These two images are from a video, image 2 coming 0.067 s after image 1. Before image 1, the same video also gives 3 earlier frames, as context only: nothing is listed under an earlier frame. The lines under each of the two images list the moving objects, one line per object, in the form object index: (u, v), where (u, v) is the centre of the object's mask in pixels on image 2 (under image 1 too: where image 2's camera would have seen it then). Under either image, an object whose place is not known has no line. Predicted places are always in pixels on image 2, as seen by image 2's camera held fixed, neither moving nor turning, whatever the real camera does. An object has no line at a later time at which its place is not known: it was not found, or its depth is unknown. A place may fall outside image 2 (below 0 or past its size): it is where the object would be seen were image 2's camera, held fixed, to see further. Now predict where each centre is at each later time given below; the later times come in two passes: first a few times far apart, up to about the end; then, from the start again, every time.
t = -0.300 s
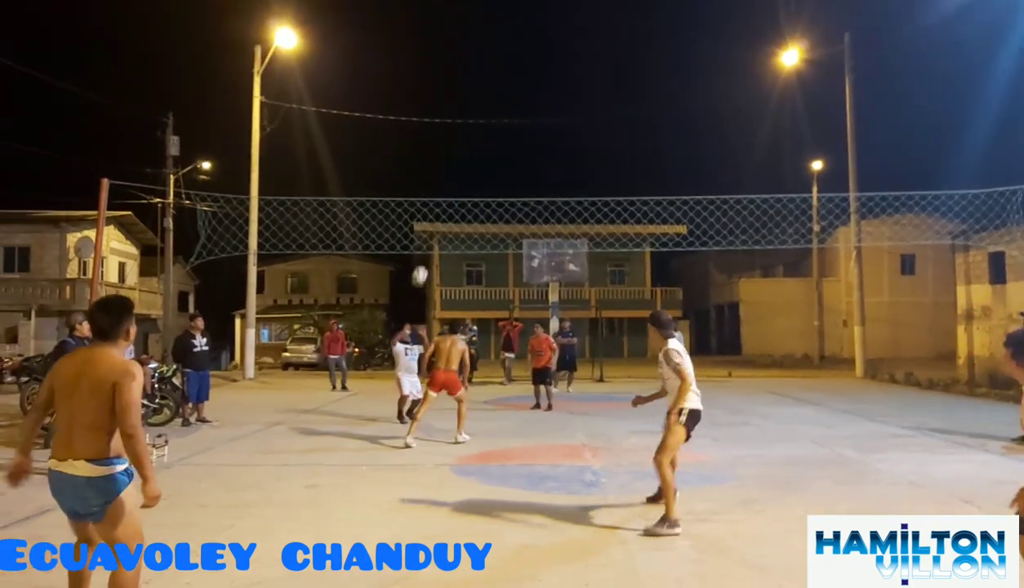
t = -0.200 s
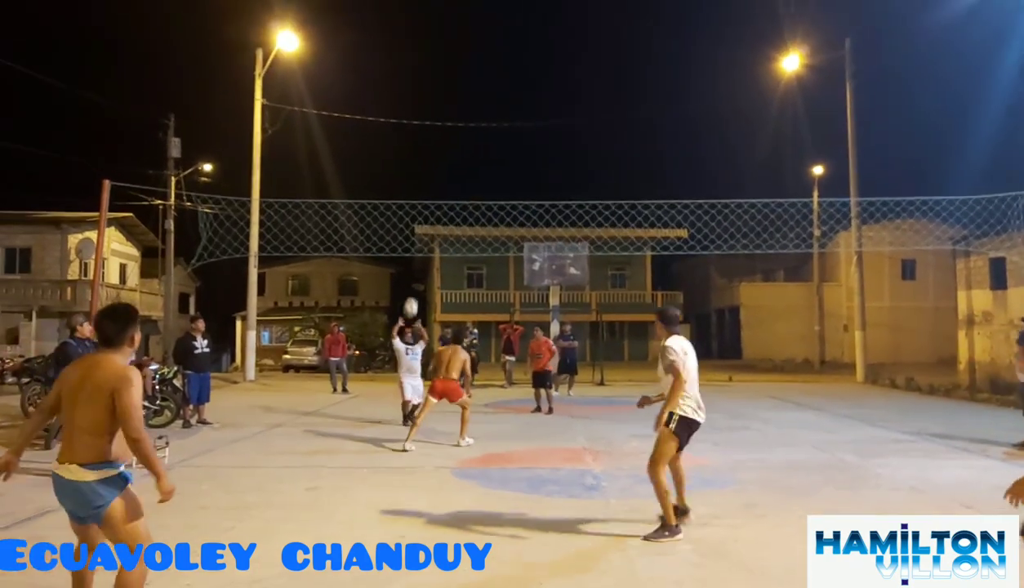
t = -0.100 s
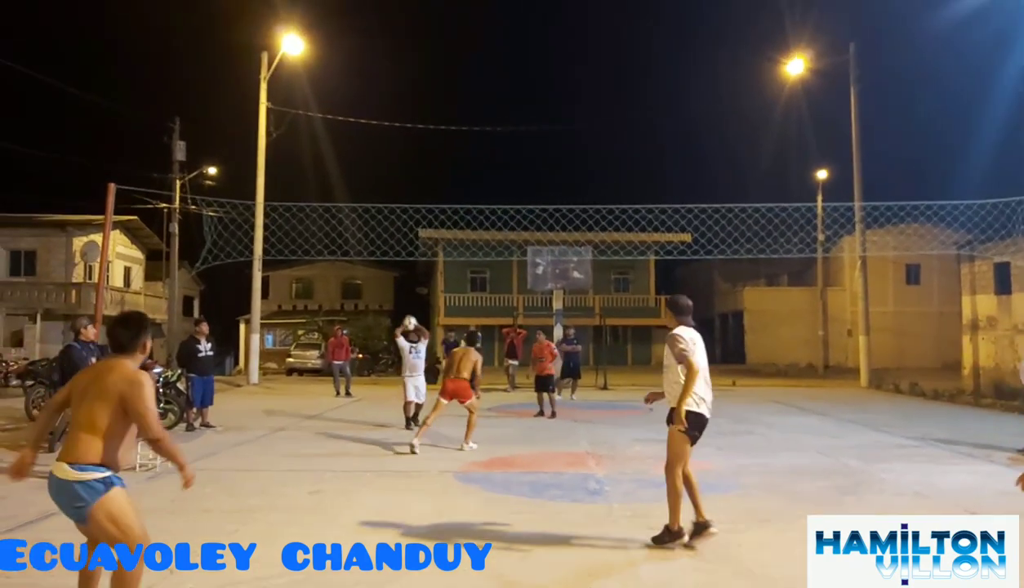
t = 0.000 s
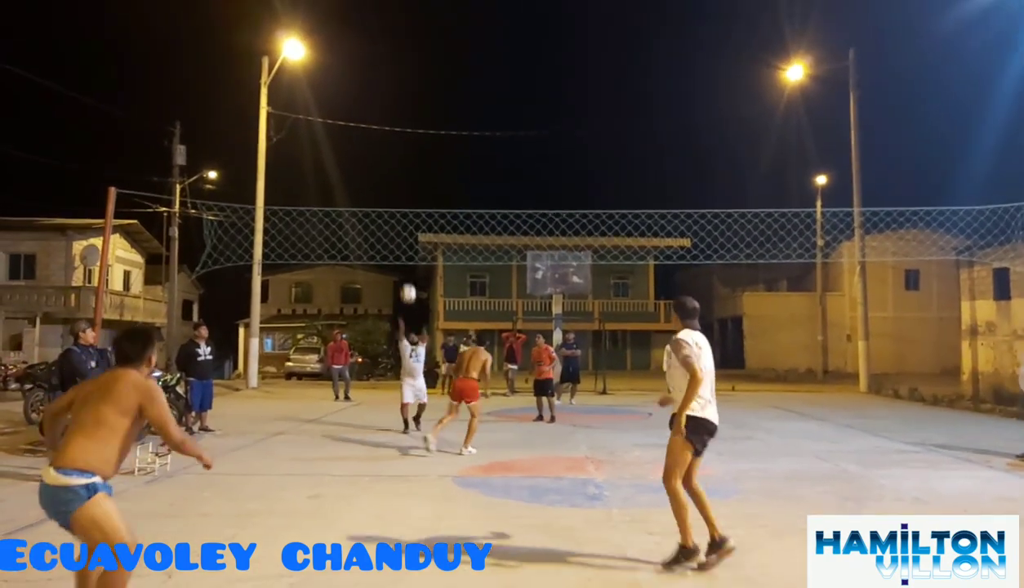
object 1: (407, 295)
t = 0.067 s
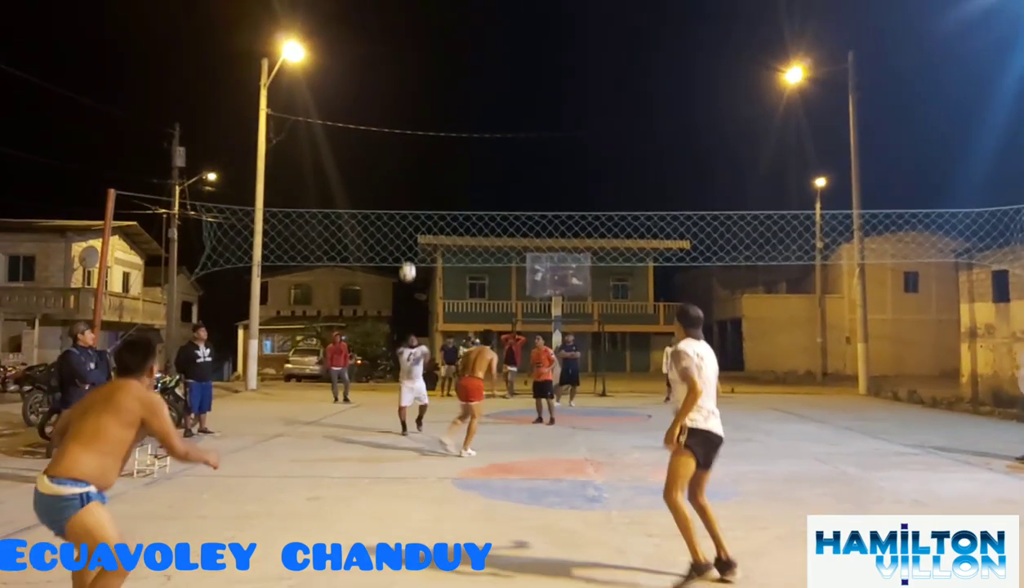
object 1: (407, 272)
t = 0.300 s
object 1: (408, 196)
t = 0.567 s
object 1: (414, 136)
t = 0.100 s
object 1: (407, 260)
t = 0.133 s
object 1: (407, 249)
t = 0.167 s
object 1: (408, 237)
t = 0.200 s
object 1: (408, 226)
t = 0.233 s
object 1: (408, 216)
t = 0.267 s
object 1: (408, 205)
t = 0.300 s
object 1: (408, 196)
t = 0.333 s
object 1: (409, 186)
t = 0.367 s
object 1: (409, 177)
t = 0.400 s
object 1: (410, 169)
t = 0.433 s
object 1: (410, 161)
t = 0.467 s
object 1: (411, 154)
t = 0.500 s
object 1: (413, 147)
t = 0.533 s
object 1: (413, 141)
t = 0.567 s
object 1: (414, 136)
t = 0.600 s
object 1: (416, 131)
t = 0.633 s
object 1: (417, 129)
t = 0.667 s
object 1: (418, 127)
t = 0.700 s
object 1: (420, 127)
